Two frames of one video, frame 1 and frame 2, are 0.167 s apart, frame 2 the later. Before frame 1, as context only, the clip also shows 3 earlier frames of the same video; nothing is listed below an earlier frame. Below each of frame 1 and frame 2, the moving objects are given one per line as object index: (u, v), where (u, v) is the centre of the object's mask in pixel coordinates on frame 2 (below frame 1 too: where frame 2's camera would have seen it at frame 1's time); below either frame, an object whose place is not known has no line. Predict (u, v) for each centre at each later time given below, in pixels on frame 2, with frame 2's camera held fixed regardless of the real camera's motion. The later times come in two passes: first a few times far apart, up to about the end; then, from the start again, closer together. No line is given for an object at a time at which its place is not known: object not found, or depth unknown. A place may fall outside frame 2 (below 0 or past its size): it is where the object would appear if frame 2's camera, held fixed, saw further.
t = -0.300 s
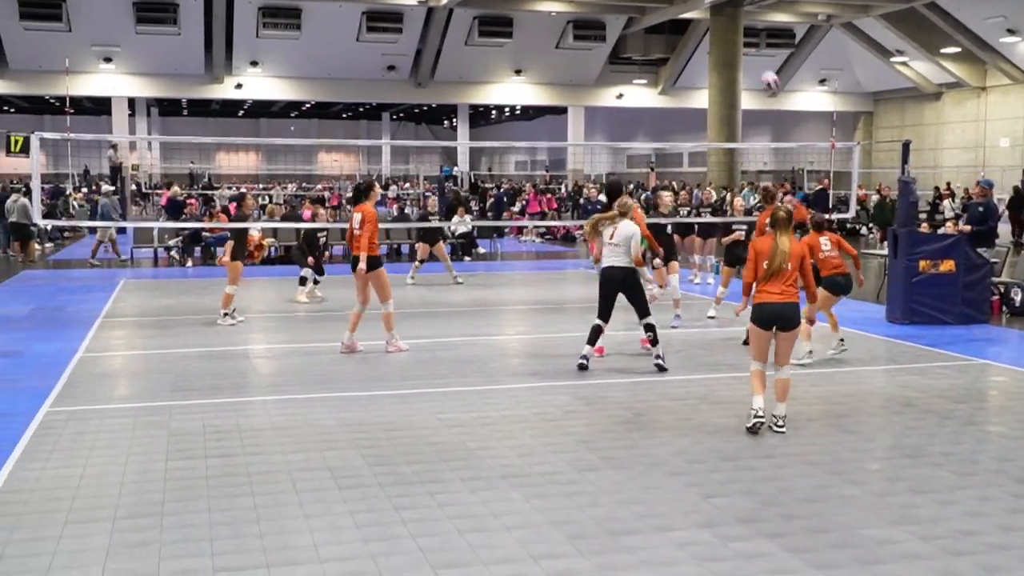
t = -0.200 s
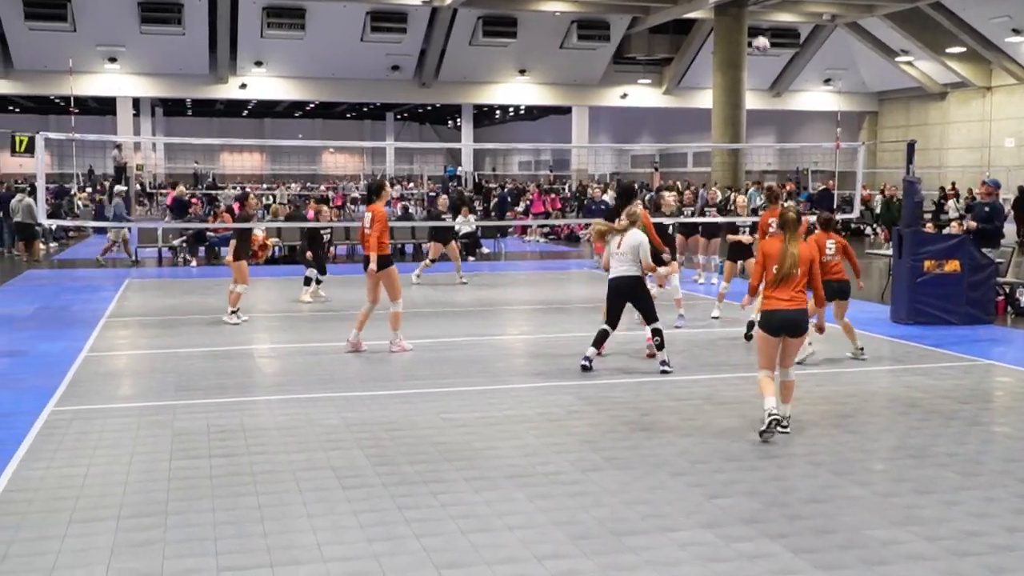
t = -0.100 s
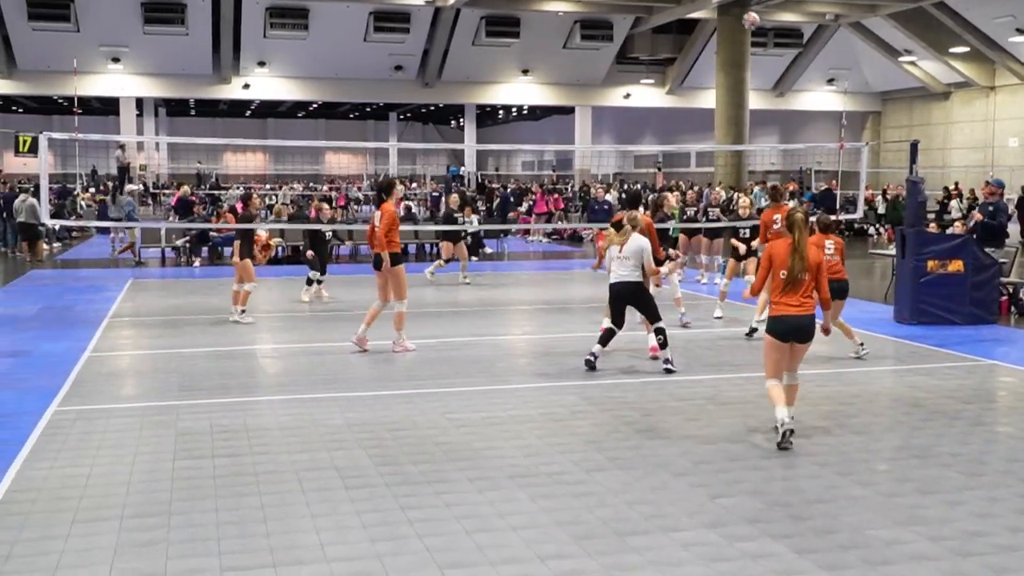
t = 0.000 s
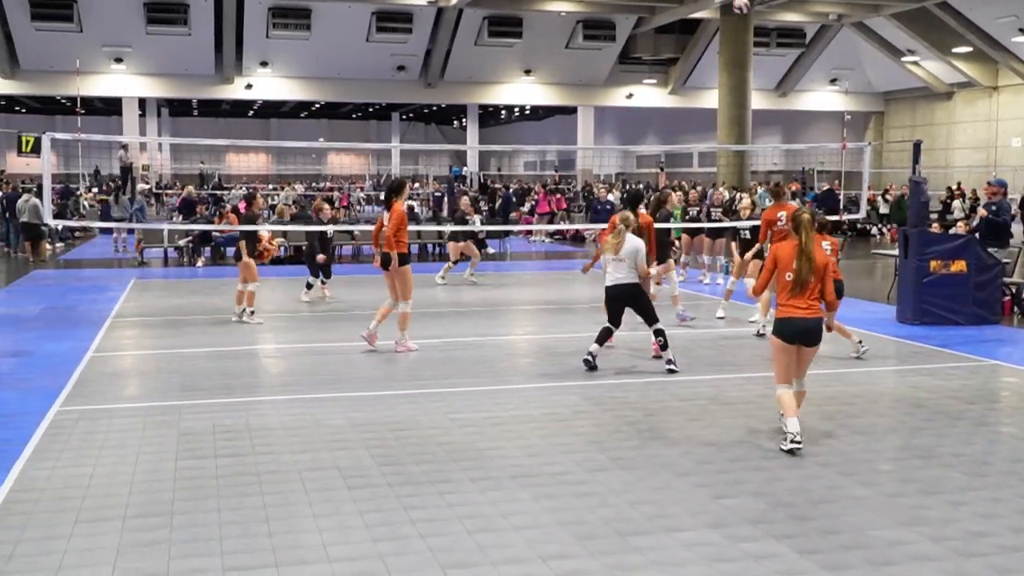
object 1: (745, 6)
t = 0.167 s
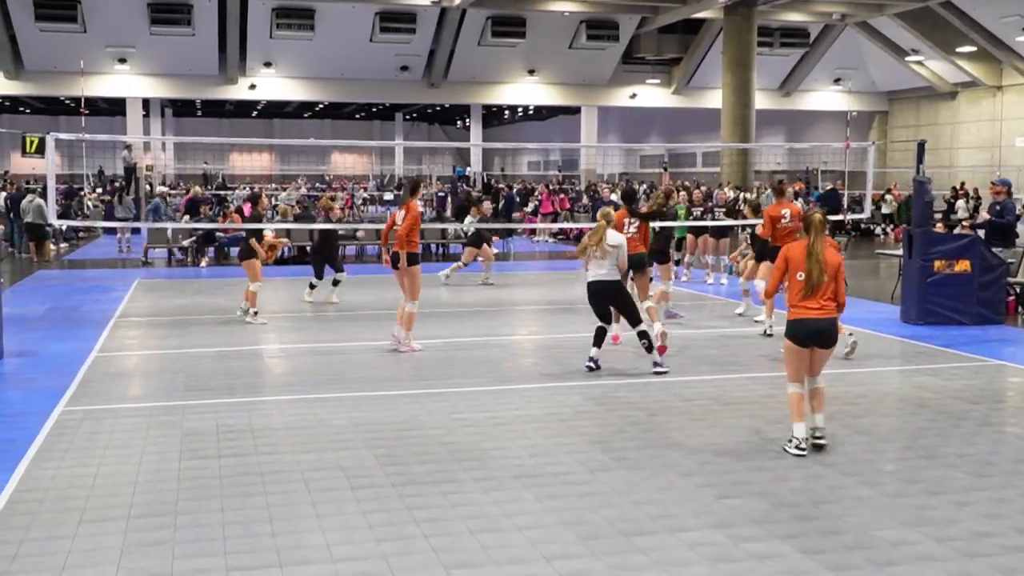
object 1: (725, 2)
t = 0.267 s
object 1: (714, 4)
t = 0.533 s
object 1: (687, 47)
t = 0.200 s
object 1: (722, 2)
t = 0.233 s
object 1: (718, 3)
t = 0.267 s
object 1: (714, 4)
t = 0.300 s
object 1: (710, 5)
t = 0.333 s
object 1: (707, 8)
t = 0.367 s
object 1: (703, 14)
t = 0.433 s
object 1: (696, 25)
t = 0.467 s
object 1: (693, 31)
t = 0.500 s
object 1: (690, 39)
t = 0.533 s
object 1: (687, 47)
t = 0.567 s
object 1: (683, 55)
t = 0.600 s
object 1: (681, 65)
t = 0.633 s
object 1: (677, 74)
